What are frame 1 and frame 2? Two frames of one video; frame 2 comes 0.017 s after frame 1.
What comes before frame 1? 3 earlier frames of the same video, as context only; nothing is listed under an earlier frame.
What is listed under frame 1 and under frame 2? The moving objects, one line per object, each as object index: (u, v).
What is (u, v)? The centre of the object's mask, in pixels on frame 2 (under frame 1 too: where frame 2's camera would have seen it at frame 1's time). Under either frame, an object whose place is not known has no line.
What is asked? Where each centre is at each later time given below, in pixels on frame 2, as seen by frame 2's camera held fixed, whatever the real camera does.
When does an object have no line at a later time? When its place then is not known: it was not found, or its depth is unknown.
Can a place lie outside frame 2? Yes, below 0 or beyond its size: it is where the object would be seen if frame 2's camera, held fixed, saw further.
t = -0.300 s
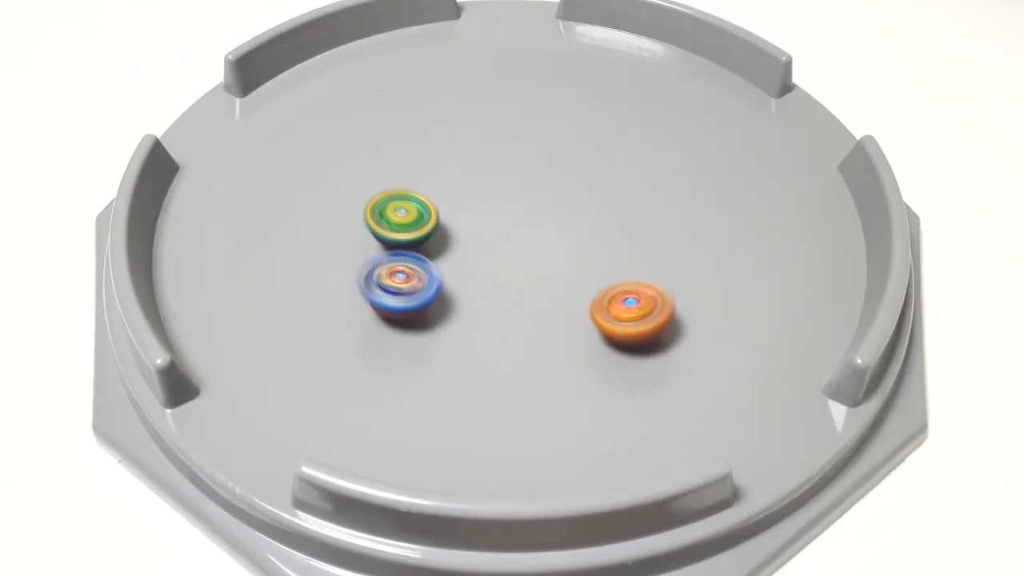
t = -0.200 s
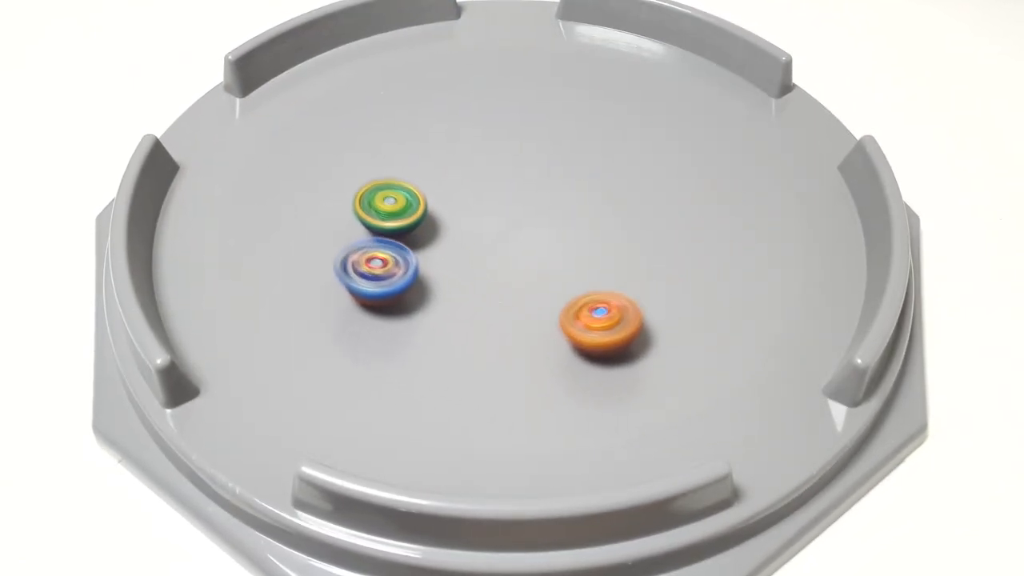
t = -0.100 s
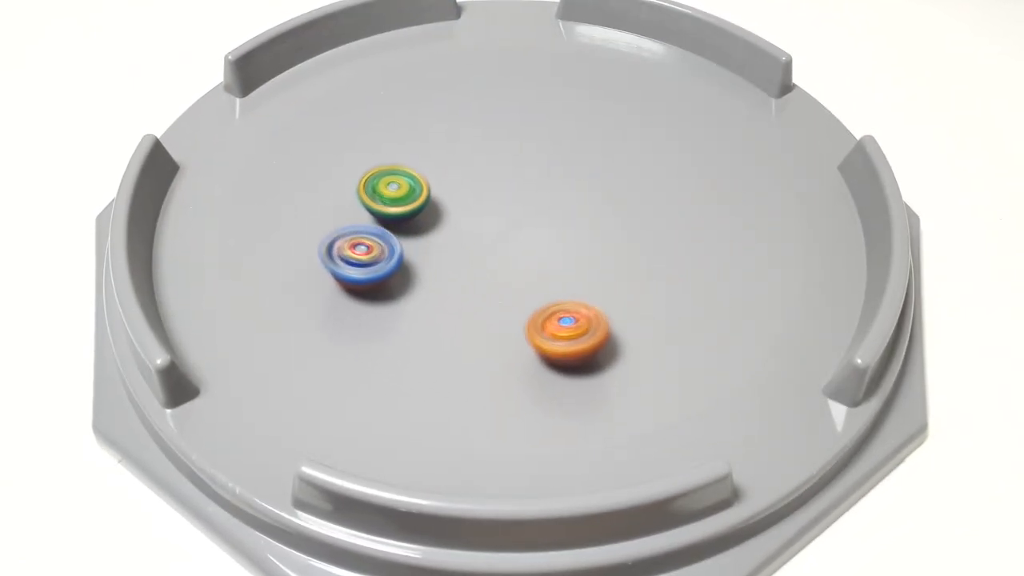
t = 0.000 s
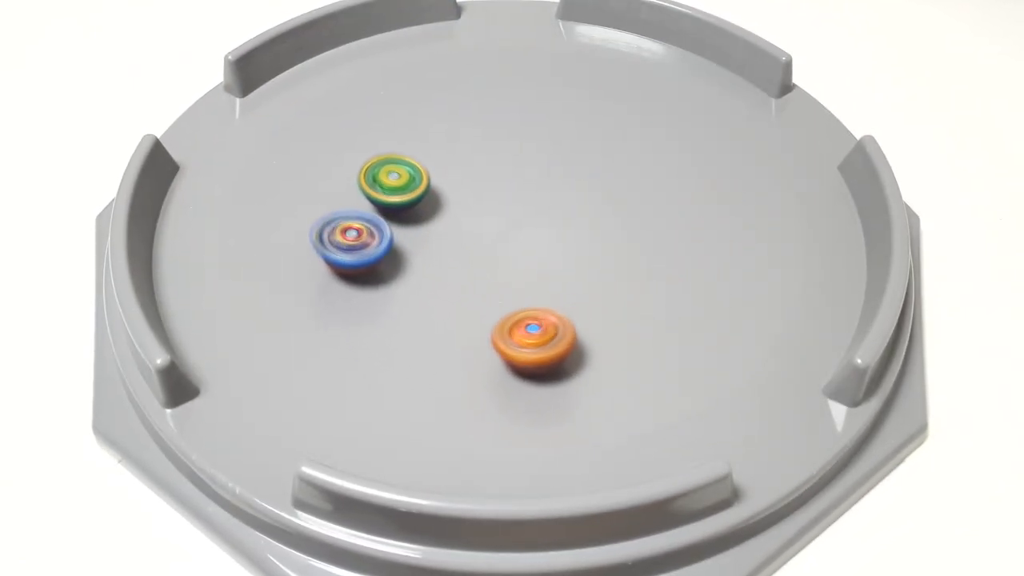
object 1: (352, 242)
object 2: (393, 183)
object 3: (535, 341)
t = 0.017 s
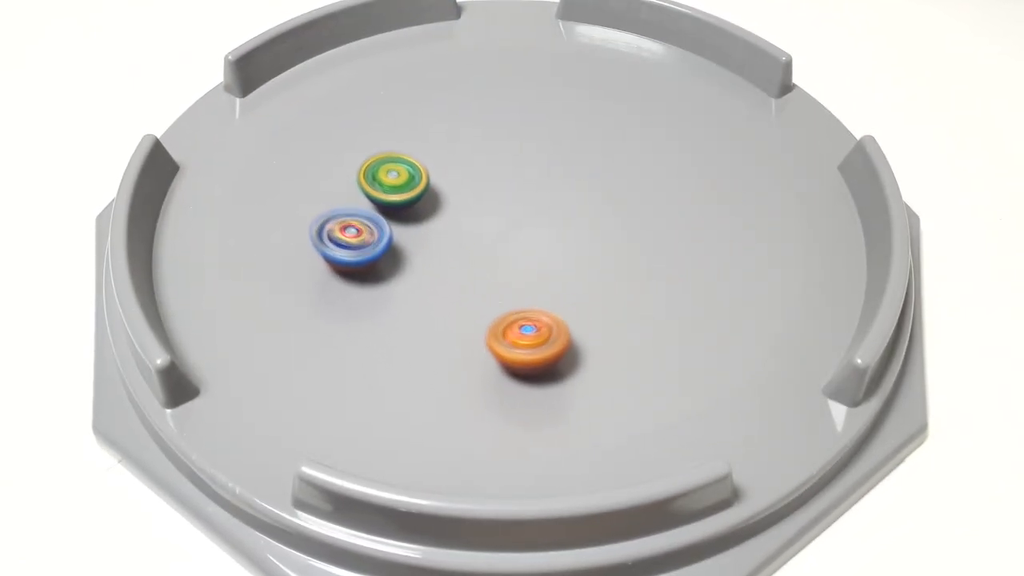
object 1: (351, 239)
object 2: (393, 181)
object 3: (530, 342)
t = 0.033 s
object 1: (351, 237)
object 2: (392, 180)
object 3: (524, 343)
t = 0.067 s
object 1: (349, 231)
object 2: (391, 177)
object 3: (514, 345)
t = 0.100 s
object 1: (350, 226)
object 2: (389, 174)
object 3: (503, 345)
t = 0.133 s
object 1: (350, 221)
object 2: (388, 170)
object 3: (493, 346)
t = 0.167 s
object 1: (352, 215)
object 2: (388, 166)
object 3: (483, 346)
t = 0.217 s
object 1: (354, 207)
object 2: (388, 160)
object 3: (469, 344)
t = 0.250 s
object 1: (355, 204)
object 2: (391, 155)
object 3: (461, 343)
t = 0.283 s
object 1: (354, 203)
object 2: (400, 149)
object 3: (453, 342)
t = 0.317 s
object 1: (354, 201)
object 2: (412, 146)
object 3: (446, 340)
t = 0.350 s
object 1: (356, 199)
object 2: (422, 146)
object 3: (440, 338)
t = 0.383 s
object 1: (358, 198)
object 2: (429, 147)
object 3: (433, 335)
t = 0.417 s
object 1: (362, 196)
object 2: (432, 148)
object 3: (427, 332)
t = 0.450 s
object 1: (366, 194)
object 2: (433, 147)
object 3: (422, 329)
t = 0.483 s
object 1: (372, 193)
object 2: (435, 147)
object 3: (418, 326)
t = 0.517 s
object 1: (378, 190)
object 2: (438, 144)
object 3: (414, 322)
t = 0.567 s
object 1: (388, 187)
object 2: (448, 138)
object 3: (408, 317)
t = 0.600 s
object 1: (396, 184)
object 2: (457, 132)
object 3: (405, 313)
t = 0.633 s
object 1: (403, 180)
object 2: (469, 129)
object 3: (401, 308)
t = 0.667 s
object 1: (411, 176)
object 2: (483, 127)
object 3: (398, 303)
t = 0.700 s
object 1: (419, 173)
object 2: (493, 129)
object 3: (395, 298)
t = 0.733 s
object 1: (426, 170)
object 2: (501, 130)
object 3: (391, 292)
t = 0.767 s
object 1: (434, 166)
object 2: (505, 130)
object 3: (388, 286)
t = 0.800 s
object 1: (441, 164)
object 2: (505, 130)
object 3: (385, 280)
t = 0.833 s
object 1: (448, 159)
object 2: (508, 130)
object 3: (381, 273)
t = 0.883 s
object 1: (459, 155)
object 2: (517, 125)
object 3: (376, 263)
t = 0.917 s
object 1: (465, 152)
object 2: (522, 121)
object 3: (372, 257)
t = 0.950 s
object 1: (458, 153)
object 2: (535, 116)
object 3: (368, 249)
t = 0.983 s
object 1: (451, 156)
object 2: (546, 111)
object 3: (365, 243)
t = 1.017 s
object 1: (446, 159)
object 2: (555, 107)
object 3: (362, 236)
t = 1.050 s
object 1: (442, 161)
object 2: (562, 107)
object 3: (359, 229)
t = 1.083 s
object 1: (438, 166)
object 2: (566, 106)
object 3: (356, 223)
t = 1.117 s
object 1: (435, 170)
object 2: (568, 105)
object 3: (354, 217)
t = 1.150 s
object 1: (432, 174)
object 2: (571, 104)
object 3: (353, 211)
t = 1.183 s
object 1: (431, 180)
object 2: (574, 103)
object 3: (351, 206)
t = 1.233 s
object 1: (431, 188)
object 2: (577, 103)
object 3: (351, 198)
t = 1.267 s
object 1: (433, 195)
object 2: (580, 103)
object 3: (351, 194)
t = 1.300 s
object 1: (436, 201)
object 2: (584, 104)
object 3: (352, 188)
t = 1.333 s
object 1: (442, 207)
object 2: (588, 106)
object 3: (353, 184)
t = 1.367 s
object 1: (448, 214)
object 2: (592, 108)
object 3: (354, 179)
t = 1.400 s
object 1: (456, 220)
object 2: (593, 110)
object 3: (357, 176)
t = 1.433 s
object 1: (466, 226)
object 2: (595, 113)
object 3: (359, 171)
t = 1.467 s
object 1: (477, 230)
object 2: (598, 116)
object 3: (363, 169)
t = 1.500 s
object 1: (488, 233)
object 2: (601, 120)
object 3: (366, 165)
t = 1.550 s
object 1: (508, 237)
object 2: (605, 126)
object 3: (373, 161)
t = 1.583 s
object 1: (520, 237)
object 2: (606, 129)
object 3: (376, 158)
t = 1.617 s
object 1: (533, 236)
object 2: (608, 134)
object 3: (381, 156)
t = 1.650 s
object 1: (544, 233)
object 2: (610, 138)
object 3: (386, 152)
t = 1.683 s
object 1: (554, 229)
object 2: (613, 144)
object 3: (391, 149)
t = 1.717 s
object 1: (564, 225)
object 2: (615, 150)
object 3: (397, 147)
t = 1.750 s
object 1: (573, 221)
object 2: (617, 156)
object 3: (402, 144)
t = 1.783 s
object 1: (581, 216)
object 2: (619, 161)
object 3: (408, 142)
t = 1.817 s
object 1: (586, 212)
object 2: (621, 164)
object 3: (414, 139)
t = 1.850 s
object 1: (576, 220)
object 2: (632, 158)
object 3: (421, 137)
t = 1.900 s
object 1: (561, 231)
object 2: (642, 155)
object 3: (431, 134)
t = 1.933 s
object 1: (553, 237)
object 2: (645, 155)
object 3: (438, 132)
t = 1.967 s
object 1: (546, 243)
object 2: (646, 155)
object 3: (445, 129)
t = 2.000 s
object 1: (538, 249)
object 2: (646, 156)
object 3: (453, 127)
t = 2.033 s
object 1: (531, 254)
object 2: (645, 157)
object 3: (460, 126)
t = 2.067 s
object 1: (524, 260)
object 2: (643, 159)
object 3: (468, 123)
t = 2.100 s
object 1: (518, 264)
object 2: (641, 161)
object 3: (475, 122)
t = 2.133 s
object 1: (510, 269)
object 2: (638, 163)
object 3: (483, 121)
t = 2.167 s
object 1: (503, 274)
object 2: (635, 165)
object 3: (490, 120)
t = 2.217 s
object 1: (491, 279)
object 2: (630, 169)
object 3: (500, 118)
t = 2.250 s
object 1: (483, 283)
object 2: (627, 171)
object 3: (508, 118)
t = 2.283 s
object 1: (475, 287)
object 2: (623, 174)
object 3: (514, 117)
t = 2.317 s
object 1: (466, 290)
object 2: (618, 176)
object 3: (521, 117)
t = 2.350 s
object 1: (458, 293)
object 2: (614, 179)
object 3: (528, 117)
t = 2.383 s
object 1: (451, 296)
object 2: (610, 182)
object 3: (534, 118)
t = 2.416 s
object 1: (445, 298)
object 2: (605, 186)
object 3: (540, 118)
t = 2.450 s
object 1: (440, 301)
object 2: (600, 189)
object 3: (546, 119)
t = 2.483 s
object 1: (434, 303)
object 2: (595, 192)
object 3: (551, 120)
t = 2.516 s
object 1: (431, 306)
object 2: (590, 196)
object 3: (557, 122)
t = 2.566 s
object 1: (426, 307)
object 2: (582, 201)
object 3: (565, 124)
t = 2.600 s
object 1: (423, 308)
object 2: (575, 204)
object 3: (570, 124)
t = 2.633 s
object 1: (422, 307)
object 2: (568, 207)
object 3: (576, 127)
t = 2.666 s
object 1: (422, 306)
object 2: (561, 209)
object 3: (580, 129)
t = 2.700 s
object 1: (422, 304)
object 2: (554, 211)
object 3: (585, 131)
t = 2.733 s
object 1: (424, 301)
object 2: (546, 213)
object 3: (589, 134)
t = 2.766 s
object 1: (425, 297)
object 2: (539, 215)
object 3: (594, 136)
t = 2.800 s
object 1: (427, 293)
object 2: (531, 216)
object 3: (598, 139)
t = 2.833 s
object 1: (428, 287)
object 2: (524, 218)
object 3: (602, 143)
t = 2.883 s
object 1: (430, 278)
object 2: (514, 220)
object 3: (608, 148)
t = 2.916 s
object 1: (431, 273)
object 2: (506, 222)
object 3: (611, 151)
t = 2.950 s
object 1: (432, 266)
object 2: (500, 224)
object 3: (615, 155)
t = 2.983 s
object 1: (433, 260)
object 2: (494, 225)
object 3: (618, 158)
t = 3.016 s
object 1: (421, 259)
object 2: (500, 222)
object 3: (622, 162)
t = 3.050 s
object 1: (408, 257)
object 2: (508, 218)
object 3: (625, 167)
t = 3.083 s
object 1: (397, 256)
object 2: (516, 215)
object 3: (628, 171)
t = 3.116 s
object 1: (388, 255)
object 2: (520, 213)
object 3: (630, 176)
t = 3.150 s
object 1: (378, 253)
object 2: (520, 213)
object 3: (632, 181)
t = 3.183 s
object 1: (371, 251)
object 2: (517, 213)
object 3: (635, 186)
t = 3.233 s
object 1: (362, 249)
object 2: (507, 211)
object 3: (639, 194)
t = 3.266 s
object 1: (357, 247)
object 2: (500, 210)
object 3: (640, 199)
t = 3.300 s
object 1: (352, 246)
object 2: (493, 210)
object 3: (642, 204)
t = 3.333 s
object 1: (348, 244)
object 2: (488, 209)
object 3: (644, 210)
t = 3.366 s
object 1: (346, 242)
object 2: (482, 209)
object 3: (644, 215)
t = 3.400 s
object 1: (344, 240)
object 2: (479, 209)
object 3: (645, 220)
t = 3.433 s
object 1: (343, 238)
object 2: (477, 209)
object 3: (643, 224)
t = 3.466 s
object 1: (344, 235)
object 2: (475, 209)
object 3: (643, 230)
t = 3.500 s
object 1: (346, 232)
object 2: (474, 209)
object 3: (642, 235)
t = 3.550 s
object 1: (352, 228)
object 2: (475, 208)
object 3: (640, 243)
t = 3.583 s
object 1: (356, 225)
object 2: (475, 207)
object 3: (637, 247)
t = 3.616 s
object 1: (362, 221)
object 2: (476, 206)
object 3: (635, 252)
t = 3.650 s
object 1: (368, 218)
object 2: (477, 205)
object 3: (631, 257)
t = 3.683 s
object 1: (374, 214)
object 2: (478, 204)
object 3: (627, 261)
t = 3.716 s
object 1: (380, 210)
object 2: (479, 203)
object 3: (624, 266)
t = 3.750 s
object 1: (387, 207)
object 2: (480, 201)
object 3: (620, 270)
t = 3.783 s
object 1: (395, 203)
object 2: (482, 199)
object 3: (616, 273)
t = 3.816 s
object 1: (403, 198)
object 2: (483, 198)
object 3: (612, 278)
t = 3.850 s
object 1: (411, 193)
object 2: (486, 197)
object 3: (607, 281)
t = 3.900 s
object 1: (384, 174)
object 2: (530, 208)
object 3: (599, 286)
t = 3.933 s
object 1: (368, 162)
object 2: (556, 212)
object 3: (593, 288)
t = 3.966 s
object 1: (355, 152)
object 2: (574, 214)
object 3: (587, 292)
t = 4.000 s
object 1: (346, 141)
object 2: (589, 216)
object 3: (581, 294)
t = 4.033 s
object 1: (340, 133)
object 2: (602, 217)
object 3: (575, 296)
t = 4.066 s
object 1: (338, 129)
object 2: (615, 223)
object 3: (568, 299)
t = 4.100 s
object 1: (338, 124)
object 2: (626, 226)
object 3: (561, 300)
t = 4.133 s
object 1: (339, 121)
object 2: (637, 230)
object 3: (554, 301)
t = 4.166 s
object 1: (342, 120)
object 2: (646, 233)
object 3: (547, 303)
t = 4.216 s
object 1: (347, 117)
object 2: (657, 236)
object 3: (537, 305)
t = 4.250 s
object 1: (351, 117)
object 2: (665, 238)
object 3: (529, 305)
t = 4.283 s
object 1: (356, 116)
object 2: (672, 238)
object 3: (522, 306)
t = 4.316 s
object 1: (363, 117)
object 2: (679, 239)
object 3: (515, 306)
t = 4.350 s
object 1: (371, 118)
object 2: (684, 240)
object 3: (507, 306)
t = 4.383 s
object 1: (379, 118)
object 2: (688, 241)
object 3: (501, 305)
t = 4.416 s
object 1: (386, 121)
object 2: (690, 242)
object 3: (494, 305)
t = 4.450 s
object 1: (396, 124)
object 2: (691, 245)
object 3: (486, 304)
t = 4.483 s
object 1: (406, 126)
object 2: (691, 246)
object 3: (479, 300)
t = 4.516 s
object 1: (414, 129)
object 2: (690, 248)
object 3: (473, 299)
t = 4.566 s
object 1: (427, 136)
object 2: (685, 253)
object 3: (463, 295)
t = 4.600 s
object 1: (435, 140)
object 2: (679, 256)
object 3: (456, 293)
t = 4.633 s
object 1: (443, 145)
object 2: (673, 260)
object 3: (450, 290)
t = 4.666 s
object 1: (451, 149)
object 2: (665, 264)
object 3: (443, 286)
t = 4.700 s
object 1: (458, 155)
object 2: (657, 268)
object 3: (439, 283)
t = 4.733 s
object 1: (464, 160)
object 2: (648, 271)
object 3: (432, 280)
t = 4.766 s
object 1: (471, 165)
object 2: (638, 274)
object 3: (427, 276)
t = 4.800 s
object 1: (476, 171)
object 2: (628, 276)
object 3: (423, 272)
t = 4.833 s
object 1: (481, 179)
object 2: (617, 278)
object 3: (419, 268)
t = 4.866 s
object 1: (484, 187)
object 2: (606, 280)
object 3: (414, 264)
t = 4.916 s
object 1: (487, 199)
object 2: (588, 281)
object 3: (409, 257)
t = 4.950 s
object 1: (488, 206)
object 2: (576, 281)
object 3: (406, 253)
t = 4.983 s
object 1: (488, 213)
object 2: (564, 281)
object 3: (403, 248)
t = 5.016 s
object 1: (488, 220)
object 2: (552, 281)
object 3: (402, 243)
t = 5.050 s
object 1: (487, 224)
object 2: (540, 280)
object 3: (400, 239)
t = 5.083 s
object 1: (485, 229)
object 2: (528, 277)
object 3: (398, 233)
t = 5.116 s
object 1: (483, 231)
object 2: (516, 275)
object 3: (397, 229)
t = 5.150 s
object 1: (481, 228)
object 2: (506, 276)
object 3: (396, 224)
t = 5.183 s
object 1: (477, 225)
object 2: (496, 277)
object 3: (395, 219)
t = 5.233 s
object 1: (474, 220)
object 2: (479, 276)
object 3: (395, 212)
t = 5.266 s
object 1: (473, 217)
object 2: (468, 273)
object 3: (395, 207)
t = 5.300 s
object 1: (473, 214)
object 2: (458, 270)
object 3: (395, 202)
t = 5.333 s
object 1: (473, 213)
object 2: (447, 267)
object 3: (396, 197)
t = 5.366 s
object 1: (472, 209)
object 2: (438, 264)
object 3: (398, 193)
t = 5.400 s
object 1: (473, 206)
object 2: (429, 260)
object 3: (400, 189)
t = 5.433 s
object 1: (473, 204)
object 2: (420, 256)
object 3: (402, 184)
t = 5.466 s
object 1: (474, 201)
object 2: (412, 251)
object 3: (405, 180)
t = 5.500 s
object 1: (476, 199)
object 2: (405, 246)
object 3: (408, 176)
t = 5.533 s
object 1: (477, 196)
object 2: (398, 241)
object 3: (411, 173)
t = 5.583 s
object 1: (481, 193)
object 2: (390, 232)
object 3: (416, 167)
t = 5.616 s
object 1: (485, 191)
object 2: (385, 226)
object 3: (419, 164)
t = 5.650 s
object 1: (489, 188)
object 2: (381, 220)
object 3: (423, 161)
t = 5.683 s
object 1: (492, 187)
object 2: (378, 215)
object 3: (427, 157)
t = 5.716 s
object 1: (498, 186)
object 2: (376, 209)
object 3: (433, 155)
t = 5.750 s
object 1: (503, 184)
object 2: (375, 203)
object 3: (438, 152)
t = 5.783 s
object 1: (509, 184)
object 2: (374, 197)
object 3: (442, 150)
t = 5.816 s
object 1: (515, 184)
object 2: (374, 191)
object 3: (447, 148)
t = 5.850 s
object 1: (519, 185)
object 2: (375, 186)
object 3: (452, 145)
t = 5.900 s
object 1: (527, 187)
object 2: (378, 178)
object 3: (460, 142)
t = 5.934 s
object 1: (532, 190)
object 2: (381, 172)
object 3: (466, 140)
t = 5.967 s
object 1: (536, 192)
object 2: (384, 168)
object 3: (472, 138)
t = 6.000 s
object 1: (540, 198)
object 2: (388, 164)
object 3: (478, 137)
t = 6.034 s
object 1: (542, 200)
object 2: (393, 159)
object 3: (485, 135)
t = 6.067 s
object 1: (543, 206)
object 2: (398, 155)
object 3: (490, 133)
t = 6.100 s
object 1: (544, 210)
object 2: (404, 151)
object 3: (496, 132)
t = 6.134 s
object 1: (544, 214)
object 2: (410, 147)
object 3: (502, 132)
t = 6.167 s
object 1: (543, 218)
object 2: (417, 145)
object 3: (508, 131)
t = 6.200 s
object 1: (541, 221)
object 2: (424, 142)
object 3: (514, 131)
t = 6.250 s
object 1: (536, 225)
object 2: (435, 138)
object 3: (522, 131)
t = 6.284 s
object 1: (531, 228)
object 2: (443, 136)
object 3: (528, 131)
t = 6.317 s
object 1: (527, 231)
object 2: (451, 134)
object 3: (535, 132)
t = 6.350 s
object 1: (520, 233)
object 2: (460, 133)
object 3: (541, 134)
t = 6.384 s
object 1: (515, 233)
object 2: (468, 133)
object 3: (546, 135)
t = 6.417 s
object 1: (509, 233)
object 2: (477, 132)
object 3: (551, 137)
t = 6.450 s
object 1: (503, 232)
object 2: (485, 132)
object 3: (556, 138)
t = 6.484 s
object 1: (498, 230)
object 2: (492, 131)
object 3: (564, 140)
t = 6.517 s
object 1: (492, 228)
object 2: (498, 131)
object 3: (573, 143)
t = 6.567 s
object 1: (487, 224)
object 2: (505, 132)
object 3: (585, 146)
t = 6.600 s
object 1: (484, 220)
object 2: (510, 134)
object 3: (592, 147)
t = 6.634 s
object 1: (482, 216)
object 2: (515, 135)
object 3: (599, 149)
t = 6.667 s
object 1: (481, 212)
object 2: (520, 136)
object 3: (605, 151)
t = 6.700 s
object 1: (481, 209)
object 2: (525, 138)
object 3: (611, 154)
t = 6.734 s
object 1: (482, 205)
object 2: (530, 141)
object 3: (617, 157)
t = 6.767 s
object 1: (483, 201)
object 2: (534, 143)
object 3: (623, 160)
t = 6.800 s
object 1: (485, 197)
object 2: (539, 146)
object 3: (627, 163)
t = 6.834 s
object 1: (488, 194)
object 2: (543, 150)
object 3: (630, 166)
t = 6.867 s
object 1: (492, 191)
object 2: (547, 153)
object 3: (634, 170)
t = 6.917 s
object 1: (495, 188)
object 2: (554, 158)
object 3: (640, 175)
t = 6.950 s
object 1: (494, 188)
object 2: (560, 161)
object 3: (641, 179)
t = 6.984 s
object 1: (495, 186)
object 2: (566, 164)
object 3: (643, 182)
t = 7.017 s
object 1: (499, 189)
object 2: (572, 167)
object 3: (645, 186)
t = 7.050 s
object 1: (505, 190)
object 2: (577, 171)
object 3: (645, 190)
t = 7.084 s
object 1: (508, 192)
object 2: (581, 173)
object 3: (649, 195)
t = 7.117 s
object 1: (508, 194)
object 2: (587, 174)
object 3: (653, 201)
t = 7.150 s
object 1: (506, 196)
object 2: (586, 173)
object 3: (662, 208)
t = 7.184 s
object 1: (507, 198)
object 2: (583, 174)
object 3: (667, 215)
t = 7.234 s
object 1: (504, 203)
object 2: (580, 175)
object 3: (671, 223)
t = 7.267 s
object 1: (504, 206)
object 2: (578, 176)
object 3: (673, 230)
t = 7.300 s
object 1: (502, 209)
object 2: (575, 176)
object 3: (673, 233)
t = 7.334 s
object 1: (503, 212)
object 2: (572, 177)
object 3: (673, 238)
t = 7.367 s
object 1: (503, 216)
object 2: (569, 178)
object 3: (672, 242)
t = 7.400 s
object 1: (506, 219)
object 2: (565, 179)
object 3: (671, 248)
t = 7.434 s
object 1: (507, 220)
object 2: (561, 179)
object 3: (668, 252)
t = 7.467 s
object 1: (509, 222)
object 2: (557, 180)
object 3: (665, 256)
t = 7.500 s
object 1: (509, 224)
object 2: (552, 180)
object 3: (661, 259)
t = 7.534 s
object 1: (508, 226)
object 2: (550, 179)
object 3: (658, 263)
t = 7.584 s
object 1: (506, 229)
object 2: (547, 177)
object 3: (651, 268)
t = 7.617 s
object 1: (505, 230)
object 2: (544, 176)
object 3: (645, 272)
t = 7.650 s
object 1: (503, 230)
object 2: (542, 175)
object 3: (638, 273)
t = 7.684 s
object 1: (503, 231)
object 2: (539, 174)
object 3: (632, 278)
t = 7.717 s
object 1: (502, 231)
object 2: (536, 174)
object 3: (624, 281)
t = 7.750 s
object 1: (501, 230)
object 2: (533, 173)
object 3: (614, 284)
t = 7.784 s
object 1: (500, 230)
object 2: (530, 174)
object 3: (605, 287)
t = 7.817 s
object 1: (501, 227)
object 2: (526, 173)
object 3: (595, 290)
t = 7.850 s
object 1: (500, 227)
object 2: (523, 173)
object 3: (583, 293)
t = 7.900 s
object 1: (500, 224)
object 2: (519, 172)
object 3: (567, 297)
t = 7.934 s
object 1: (499, 225)
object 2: (516, 171)
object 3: (555, 299)
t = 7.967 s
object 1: (498, 225)
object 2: (514, 170)
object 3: (544, 302)
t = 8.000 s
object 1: (496, 224)
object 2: (511, 170)
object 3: (532, 305)
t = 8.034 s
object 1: (498, 222)
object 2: (509, 170)
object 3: (521, 306)
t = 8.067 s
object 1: (494, 223)
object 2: (509, 167)
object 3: (509, 308)
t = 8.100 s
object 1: (492, 226)
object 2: (509, 165)
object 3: (499, 308)
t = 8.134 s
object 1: (489, 228)
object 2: (508, 162)
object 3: (488, 309)
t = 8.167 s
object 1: (487, 230)
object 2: (509, 159)
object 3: (478, 309)
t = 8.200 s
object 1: (485, 231)
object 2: (509, 157)
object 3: (468, 309)
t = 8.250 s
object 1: (483, 231)
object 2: (510, 154)
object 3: (455, 307)
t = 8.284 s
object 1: (482, 232)
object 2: (511, 153)
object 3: (447, 305)
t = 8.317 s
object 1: (481, 231)
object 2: (512, 151)
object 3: (439, 303)
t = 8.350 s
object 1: (483, 229)
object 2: (513, 150)
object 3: (433, 300)
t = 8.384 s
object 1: (483, 228)
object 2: (514, 150)
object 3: (426, 297)
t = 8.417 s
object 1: (485, 227)
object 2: (516, 150)
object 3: (421, 294)
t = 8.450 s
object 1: (487, 226)
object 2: (517, 150)
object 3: (416, 291)
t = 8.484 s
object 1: (488, 223)
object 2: (519, 150)
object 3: (411, 287)
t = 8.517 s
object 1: (492, 220)
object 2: (520, 150)
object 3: (407, 284)
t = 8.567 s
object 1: (497, 216)
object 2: (522, 152)
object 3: (401, 278)
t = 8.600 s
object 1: (501, 214)
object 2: (523, 153)
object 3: (399, 274)
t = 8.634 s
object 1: (503, 212)
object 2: (525, 154)
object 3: (396, 269)
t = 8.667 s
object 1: (506, 211)
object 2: (526, 155)
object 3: (394, 264)
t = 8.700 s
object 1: (509, 209)
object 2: (526, 156)
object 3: (392, 259)
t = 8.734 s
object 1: (510, 210)
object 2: (528, 157)
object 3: (390, 253)
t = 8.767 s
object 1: (505, 217)
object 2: (532, 155)
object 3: (389, 248)
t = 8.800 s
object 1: (503, 220)
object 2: (536, 154)
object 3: (388, 241)
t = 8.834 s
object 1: (500, 223)
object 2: (538, 155)
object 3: (388, 235)
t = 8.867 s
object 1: (499, 223)
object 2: (541, 155)
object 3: (388, 229)
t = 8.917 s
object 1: (497, 223)
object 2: (545, 156)
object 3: (389, 220)
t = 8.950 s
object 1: (498, 223)
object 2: (548, 157)
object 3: (390, 214)
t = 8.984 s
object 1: (498, 221)
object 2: (550, 159)
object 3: (391, 208)
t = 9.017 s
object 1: (499, 220)
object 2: (552, 161)
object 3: (393, 202)
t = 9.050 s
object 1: (500, 218)
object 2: (554, 163)
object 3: (396, 195)
